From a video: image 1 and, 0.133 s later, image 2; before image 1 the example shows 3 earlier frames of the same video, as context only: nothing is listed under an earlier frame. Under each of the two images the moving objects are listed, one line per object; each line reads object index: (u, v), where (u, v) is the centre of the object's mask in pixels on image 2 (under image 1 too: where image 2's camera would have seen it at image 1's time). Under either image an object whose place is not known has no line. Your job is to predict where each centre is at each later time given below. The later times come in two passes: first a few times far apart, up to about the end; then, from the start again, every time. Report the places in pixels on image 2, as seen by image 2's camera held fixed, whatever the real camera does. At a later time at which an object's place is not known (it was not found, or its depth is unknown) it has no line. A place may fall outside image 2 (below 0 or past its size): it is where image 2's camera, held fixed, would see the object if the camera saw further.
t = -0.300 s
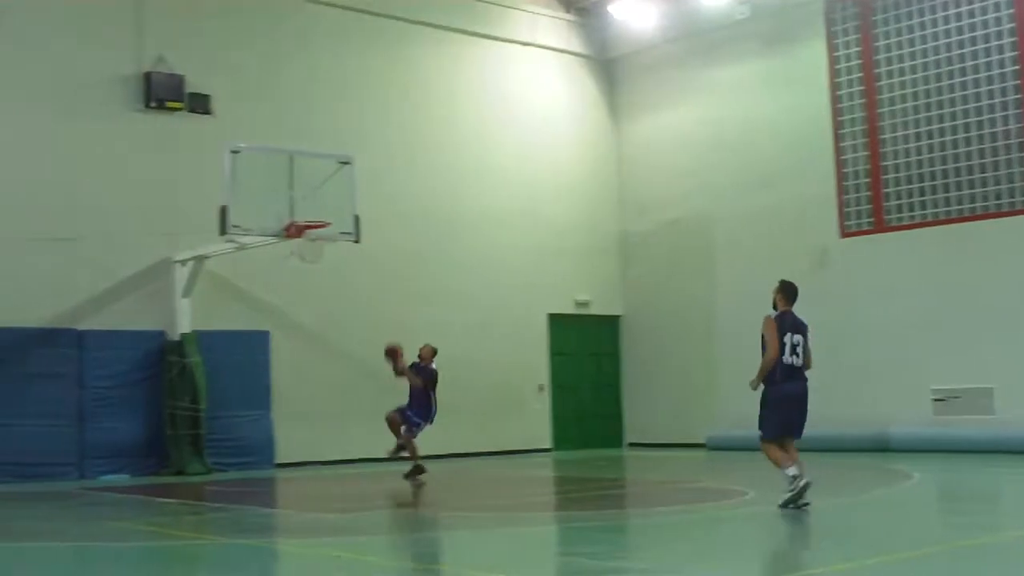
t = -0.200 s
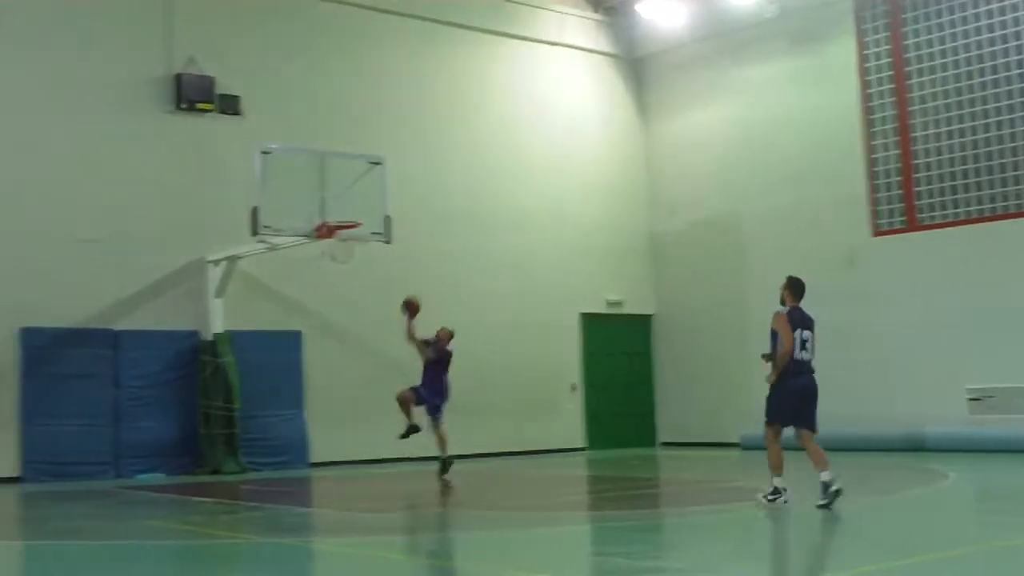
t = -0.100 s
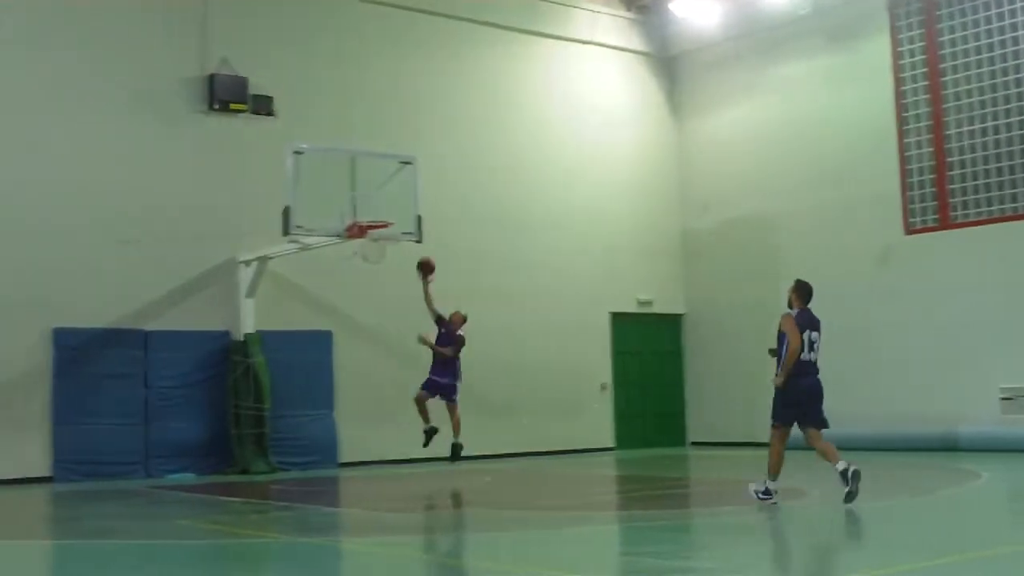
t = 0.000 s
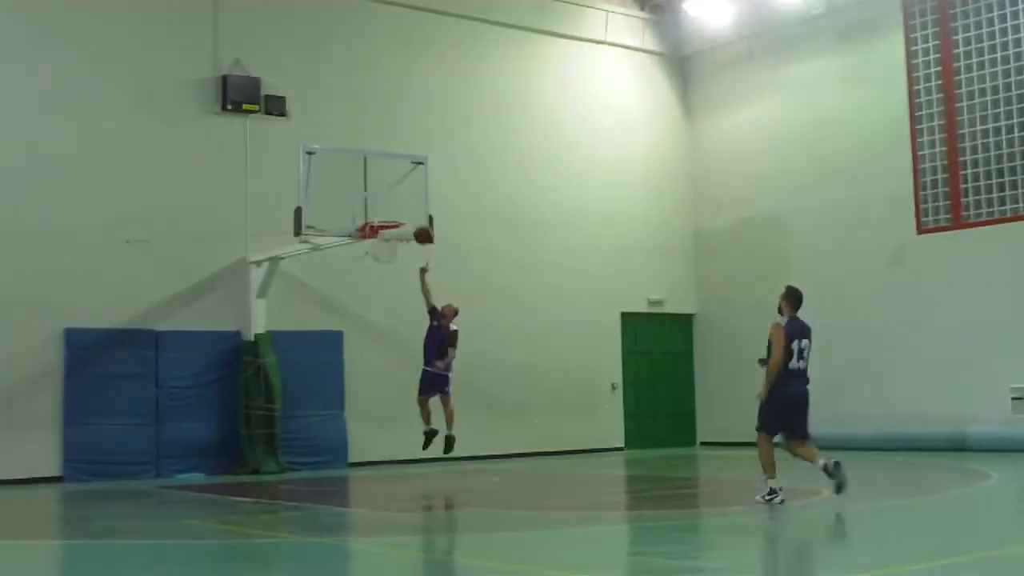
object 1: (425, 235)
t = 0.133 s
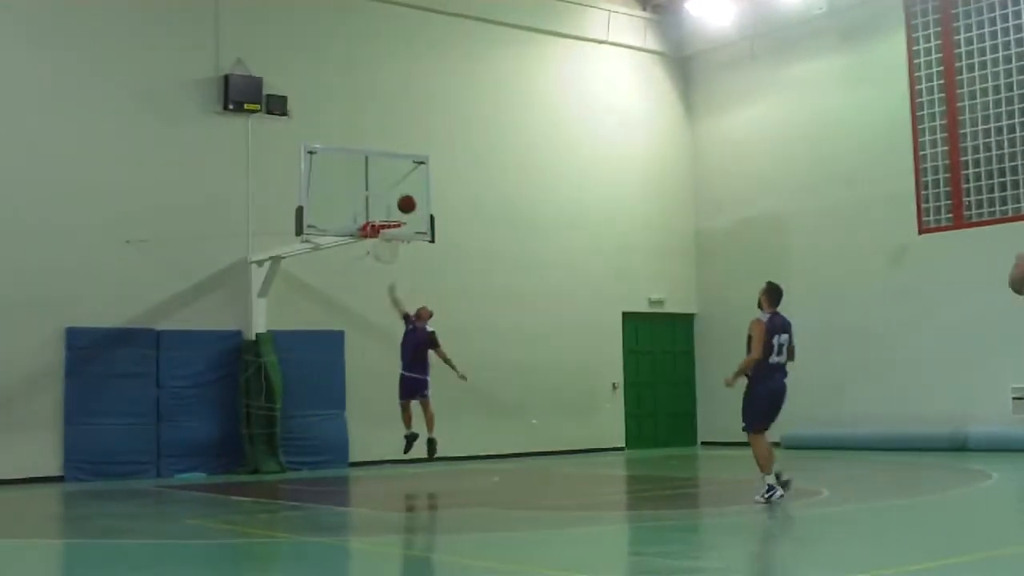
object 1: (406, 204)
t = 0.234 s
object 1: (393, 191)
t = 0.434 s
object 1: (384, 186)
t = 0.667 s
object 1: (376, 221)
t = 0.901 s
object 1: (397, 259)
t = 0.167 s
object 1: (402, 199)
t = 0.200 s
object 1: (397, 195)
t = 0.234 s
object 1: (393, 191)
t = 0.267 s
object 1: (390, 188)
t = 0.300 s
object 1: (388, 186)
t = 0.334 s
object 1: (387, 185)
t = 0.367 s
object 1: (386, 184)
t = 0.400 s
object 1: (385, 185)
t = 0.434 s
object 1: (384, 186)
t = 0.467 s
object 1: (383, 188)
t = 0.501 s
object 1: (382, 192)
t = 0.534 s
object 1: (380, 195)
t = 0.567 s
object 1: (379, 201)
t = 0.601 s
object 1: (378, 206)
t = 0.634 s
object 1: (377, 213)
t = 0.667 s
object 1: (376, 221)
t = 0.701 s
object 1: (379, 223)
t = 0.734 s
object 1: (384, 233)
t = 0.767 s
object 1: (386, 237)
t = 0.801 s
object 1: (387, 242)
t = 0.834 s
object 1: (391, 247)
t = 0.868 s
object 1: (394, 252)
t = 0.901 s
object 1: (397, 259)
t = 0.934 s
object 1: (400, 266)
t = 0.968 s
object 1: (403, 274)
